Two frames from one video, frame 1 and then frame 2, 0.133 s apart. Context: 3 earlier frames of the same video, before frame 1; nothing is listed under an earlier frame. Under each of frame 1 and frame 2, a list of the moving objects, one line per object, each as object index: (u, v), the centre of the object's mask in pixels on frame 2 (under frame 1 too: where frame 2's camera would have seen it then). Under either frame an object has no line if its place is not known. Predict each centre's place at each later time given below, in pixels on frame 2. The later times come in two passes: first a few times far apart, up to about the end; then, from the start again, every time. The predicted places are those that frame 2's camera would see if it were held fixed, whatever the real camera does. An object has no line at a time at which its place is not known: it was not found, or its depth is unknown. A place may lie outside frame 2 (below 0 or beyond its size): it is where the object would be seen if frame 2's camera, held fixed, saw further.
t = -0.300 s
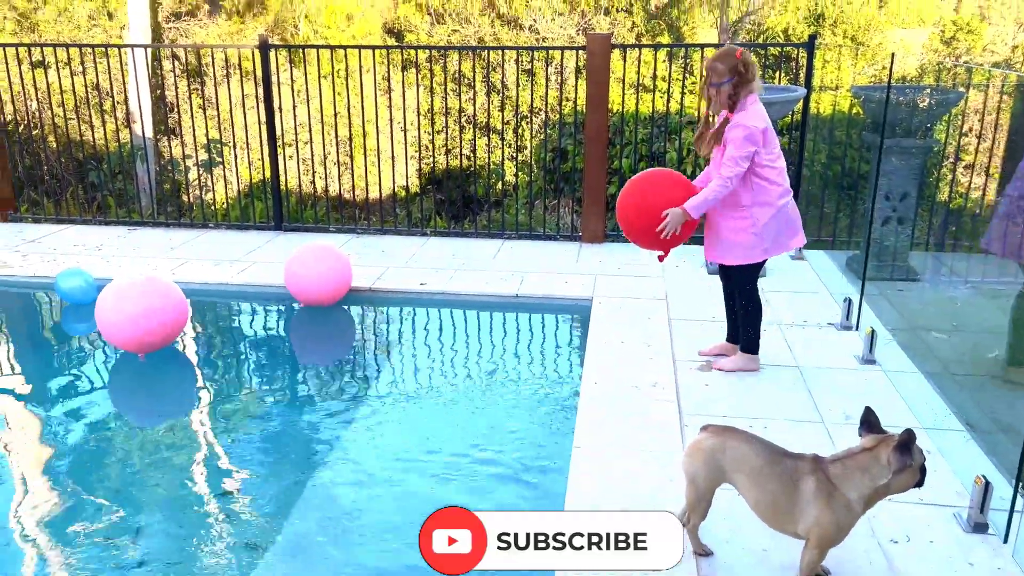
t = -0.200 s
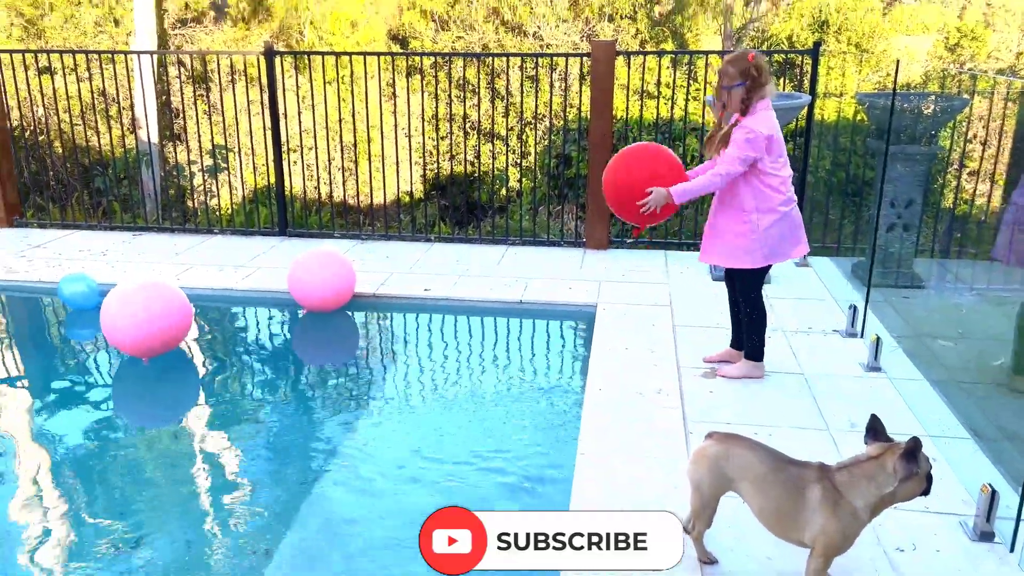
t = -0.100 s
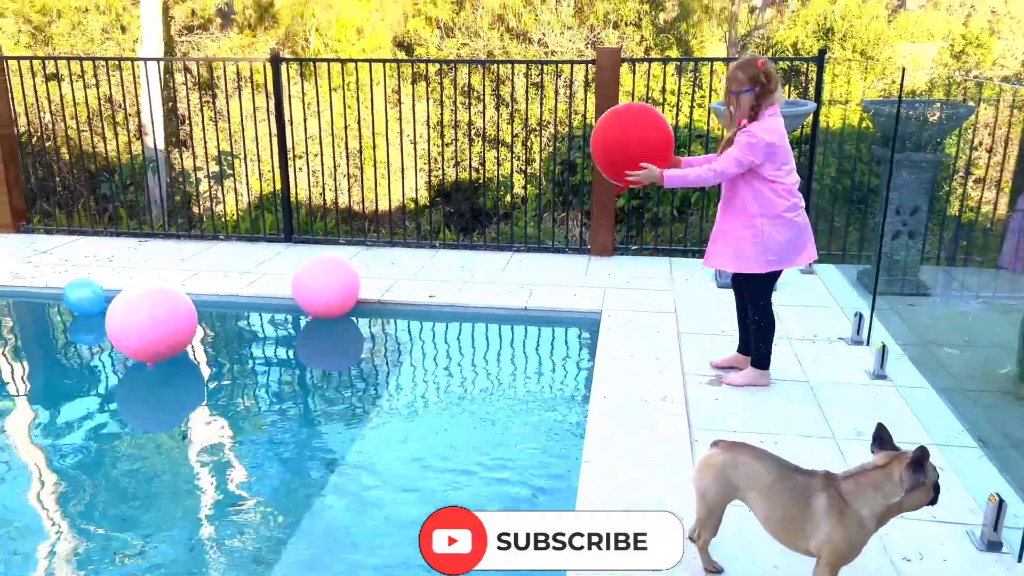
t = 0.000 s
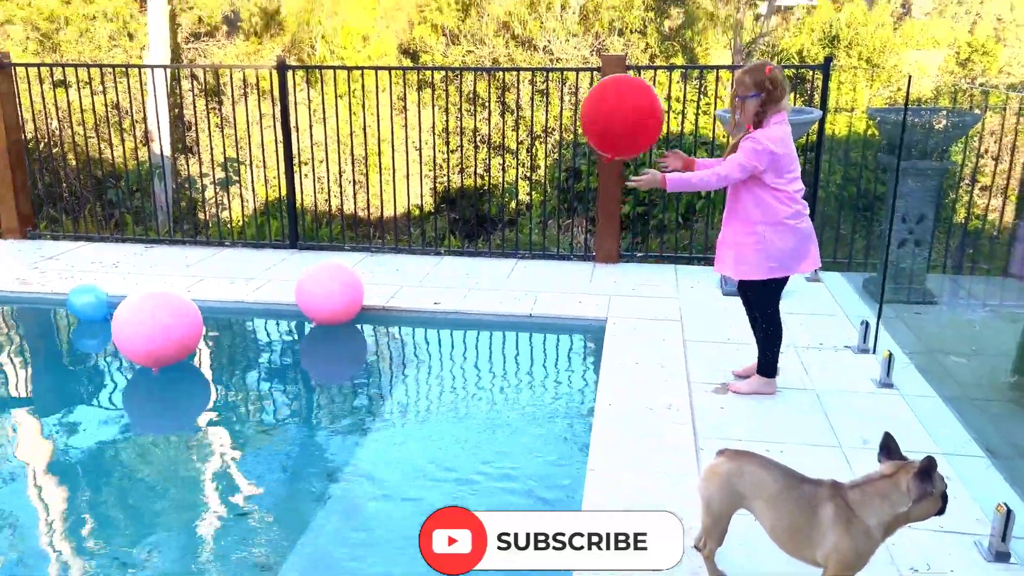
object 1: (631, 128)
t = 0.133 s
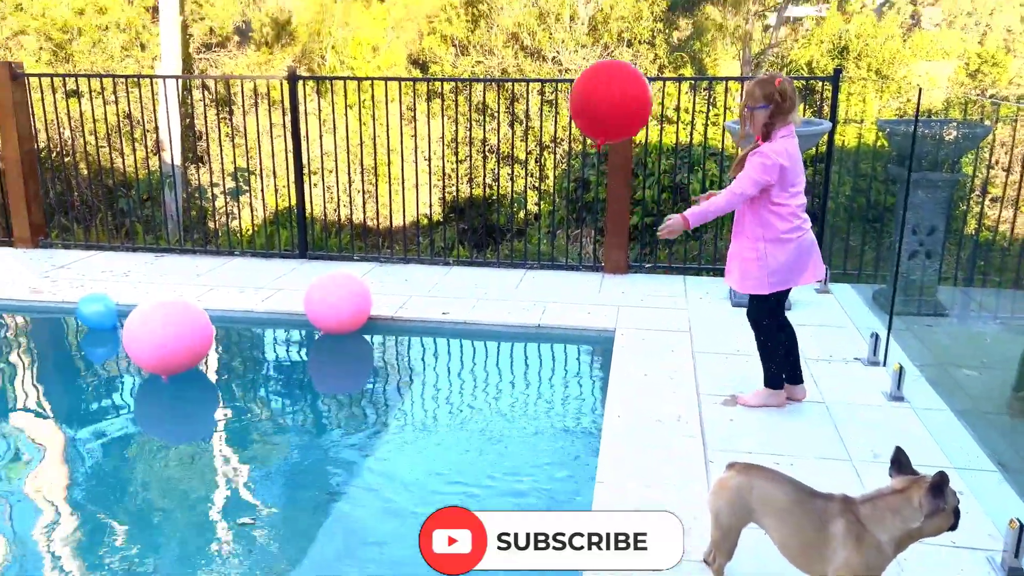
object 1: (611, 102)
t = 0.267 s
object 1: (590, 100)
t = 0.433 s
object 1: (566, 129)
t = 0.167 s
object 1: (605, 99)
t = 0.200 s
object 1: (600, 98)
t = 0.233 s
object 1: (595, 98)
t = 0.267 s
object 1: (590, 100)
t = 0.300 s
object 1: (585, 103)
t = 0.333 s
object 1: (580, 107)
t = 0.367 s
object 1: (576, 114)
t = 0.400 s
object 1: (571, 121)
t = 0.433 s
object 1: (566, 129)
